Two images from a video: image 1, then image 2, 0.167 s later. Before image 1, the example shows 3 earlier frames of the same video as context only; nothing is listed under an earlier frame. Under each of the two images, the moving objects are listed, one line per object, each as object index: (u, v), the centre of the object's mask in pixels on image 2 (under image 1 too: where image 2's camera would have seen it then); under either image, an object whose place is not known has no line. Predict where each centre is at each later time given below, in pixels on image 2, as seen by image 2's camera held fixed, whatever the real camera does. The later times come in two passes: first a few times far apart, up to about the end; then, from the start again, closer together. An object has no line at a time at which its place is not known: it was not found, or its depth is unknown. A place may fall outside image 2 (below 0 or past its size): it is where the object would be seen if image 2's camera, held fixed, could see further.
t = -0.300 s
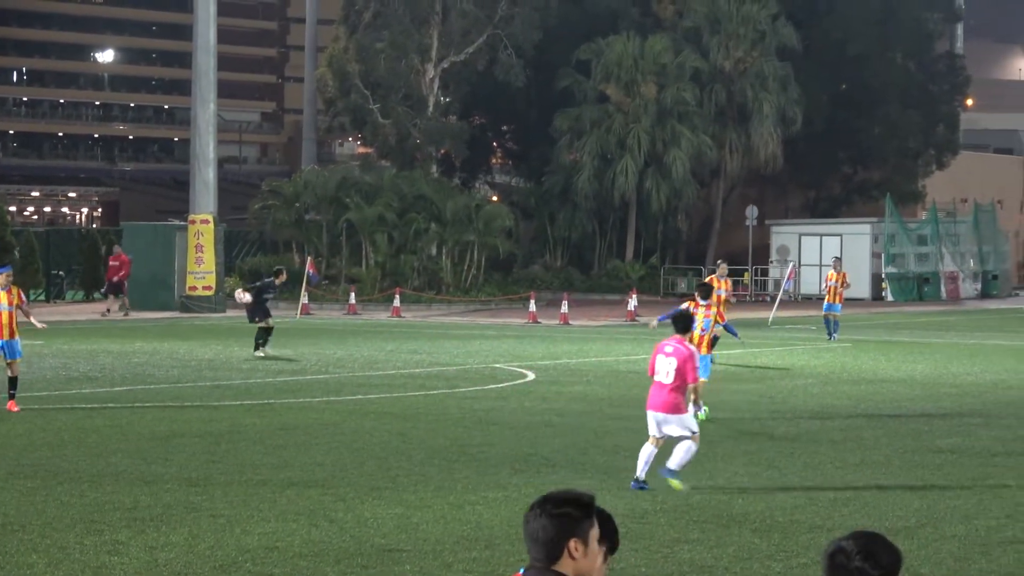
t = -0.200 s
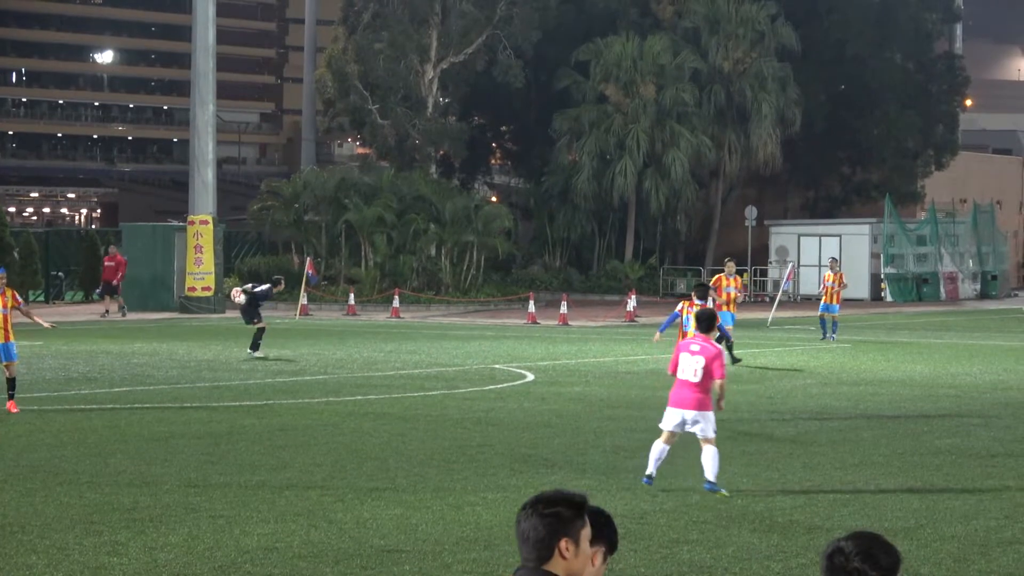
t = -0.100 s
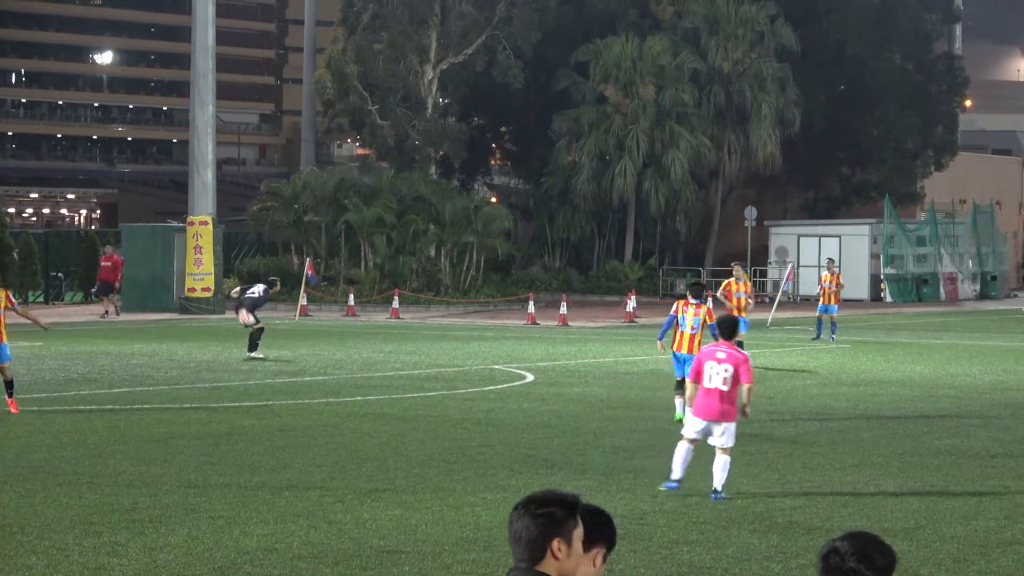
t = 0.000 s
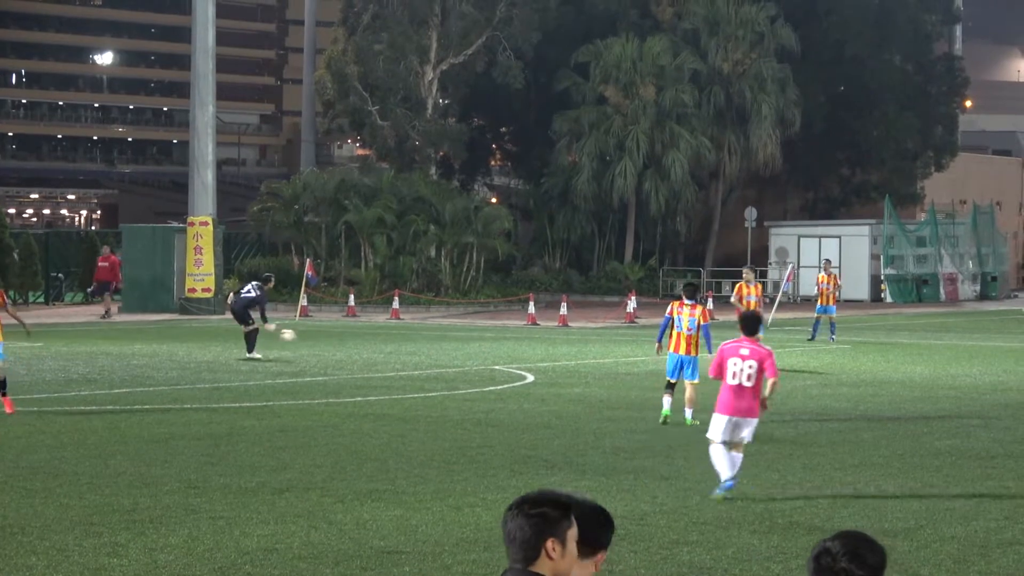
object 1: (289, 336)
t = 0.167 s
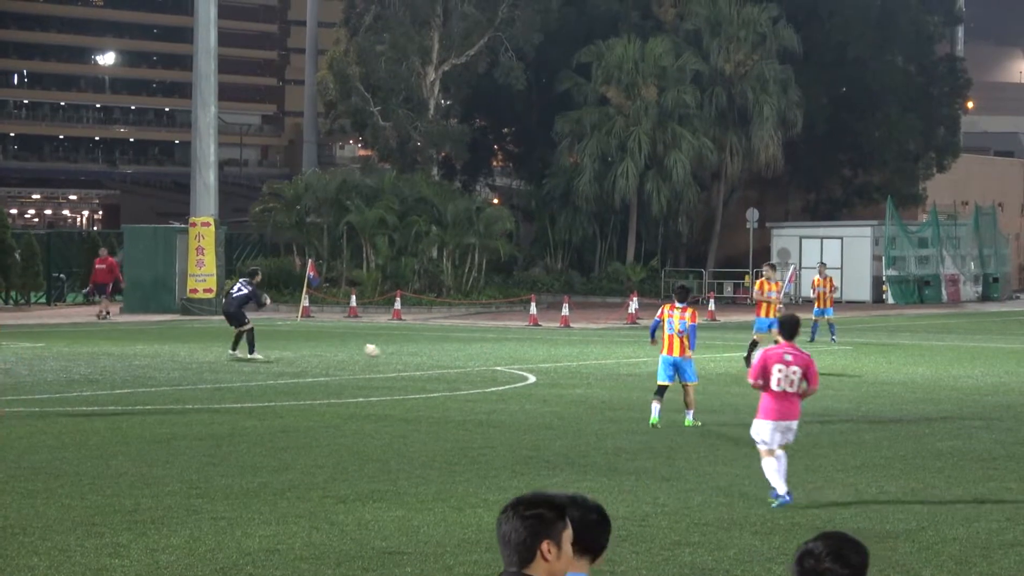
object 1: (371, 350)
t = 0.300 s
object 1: (422, 338)
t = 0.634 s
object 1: (537, 345)
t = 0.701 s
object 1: (555, 341)
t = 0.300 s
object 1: (422, 338)
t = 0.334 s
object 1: (434, 336)
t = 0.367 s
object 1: (446, 335)
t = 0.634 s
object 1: (537, 345)
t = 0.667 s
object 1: (546, 343)
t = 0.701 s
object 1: (555, 341)
